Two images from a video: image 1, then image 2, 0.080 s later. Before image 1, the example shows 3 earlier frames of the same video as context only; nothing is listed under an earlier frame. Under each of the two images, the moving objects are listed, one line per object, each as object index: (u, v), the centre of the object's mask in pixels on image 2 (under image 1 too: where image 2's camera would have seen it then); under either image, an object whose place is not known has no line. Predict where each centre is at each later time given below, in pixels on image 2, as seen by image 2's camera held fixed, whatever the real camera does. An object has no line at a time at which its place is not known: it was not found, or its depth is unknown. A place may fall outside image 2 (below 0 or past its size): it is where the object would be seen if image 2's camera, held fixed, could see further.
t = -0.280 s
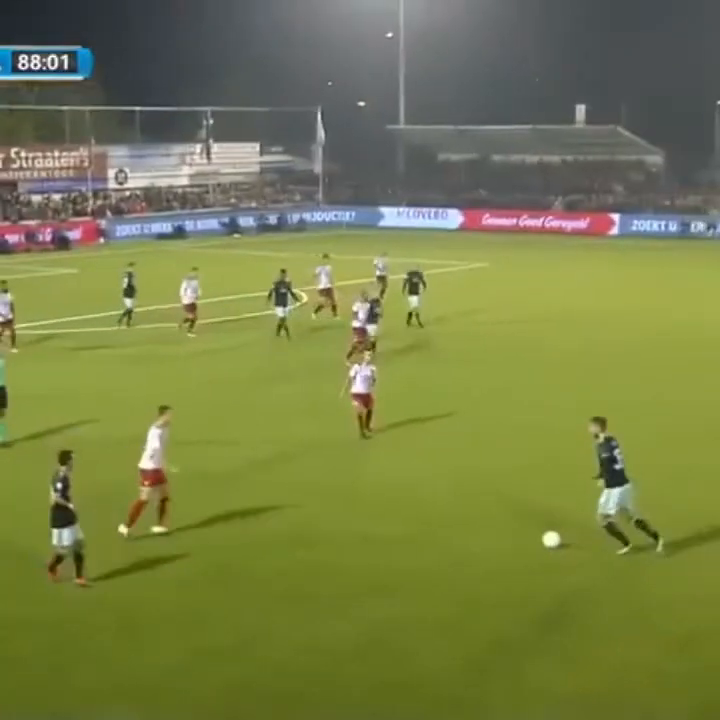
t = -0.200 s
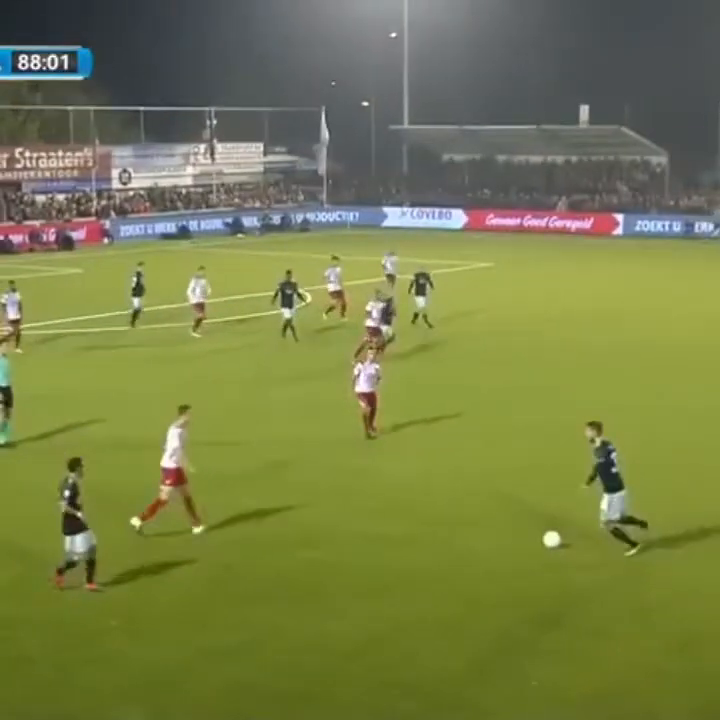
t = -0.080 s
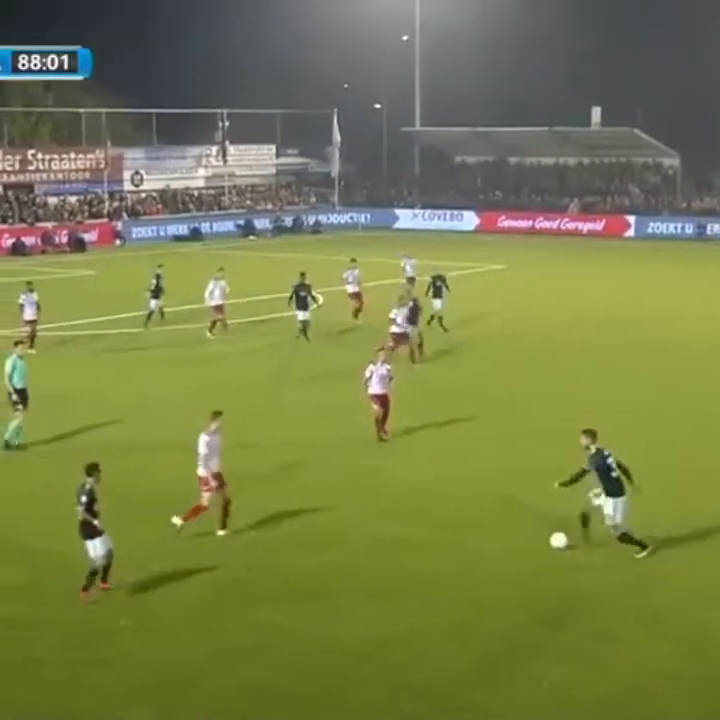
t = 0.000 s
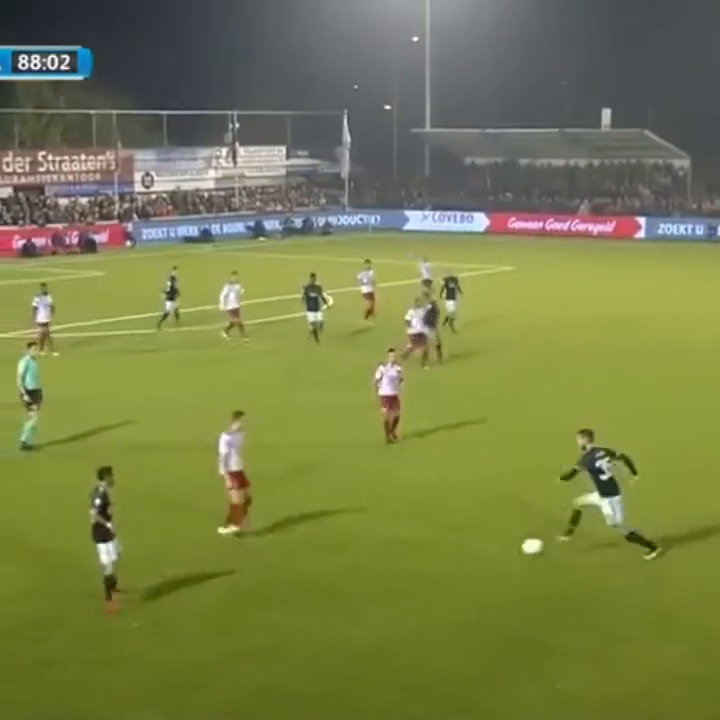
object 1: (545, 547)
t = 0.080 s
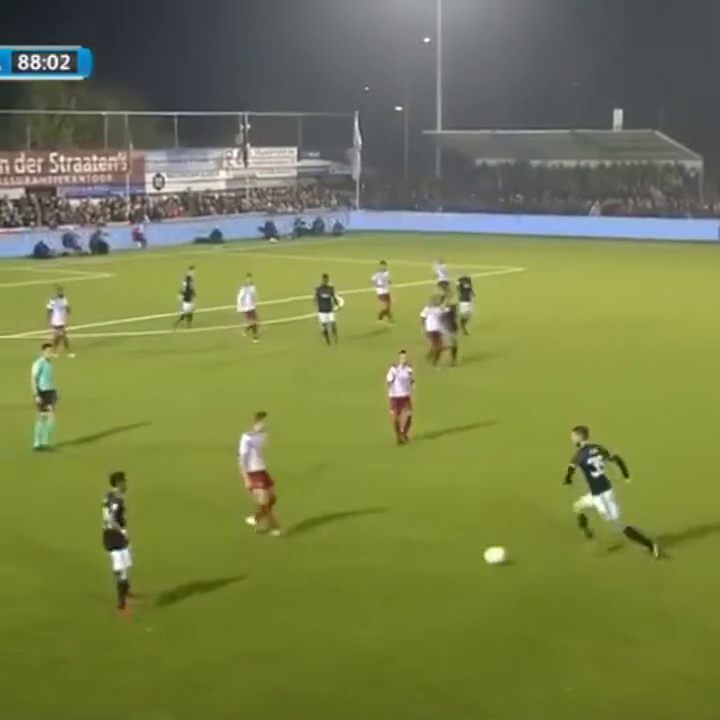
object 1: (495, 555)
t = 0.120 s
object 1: (469, 560)
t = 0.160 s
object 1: (445, 562)
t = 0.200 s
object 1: (420, 565)
